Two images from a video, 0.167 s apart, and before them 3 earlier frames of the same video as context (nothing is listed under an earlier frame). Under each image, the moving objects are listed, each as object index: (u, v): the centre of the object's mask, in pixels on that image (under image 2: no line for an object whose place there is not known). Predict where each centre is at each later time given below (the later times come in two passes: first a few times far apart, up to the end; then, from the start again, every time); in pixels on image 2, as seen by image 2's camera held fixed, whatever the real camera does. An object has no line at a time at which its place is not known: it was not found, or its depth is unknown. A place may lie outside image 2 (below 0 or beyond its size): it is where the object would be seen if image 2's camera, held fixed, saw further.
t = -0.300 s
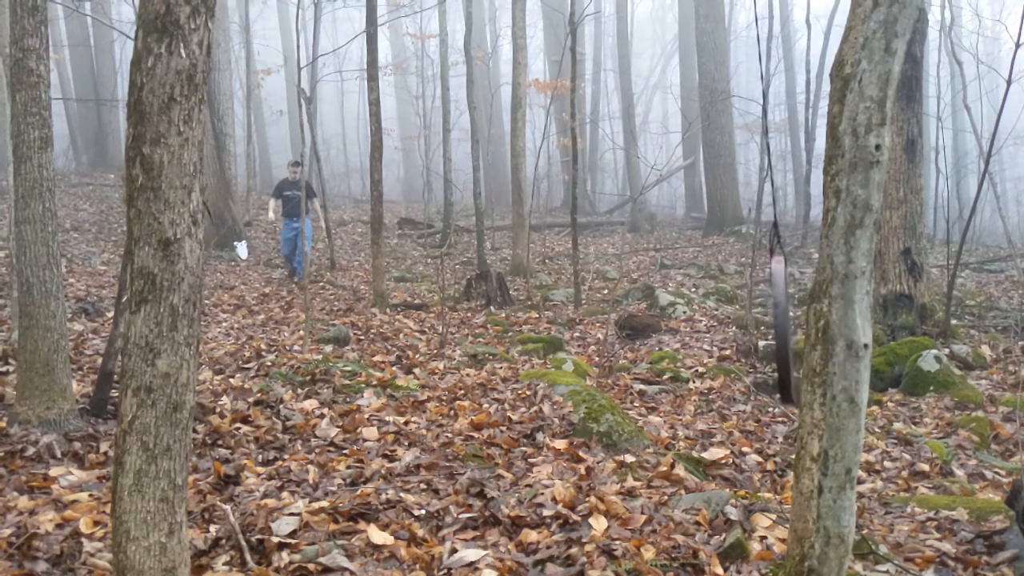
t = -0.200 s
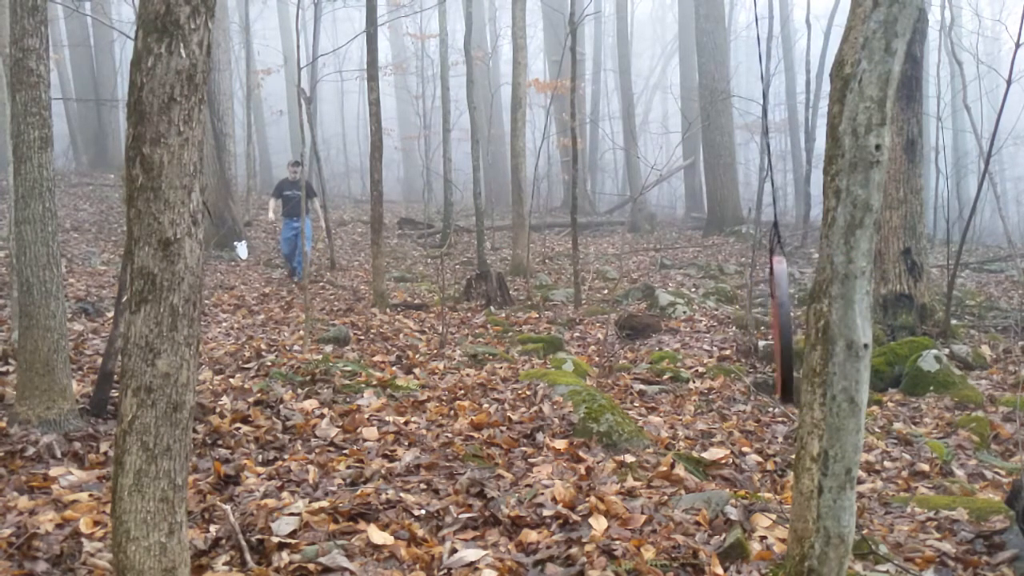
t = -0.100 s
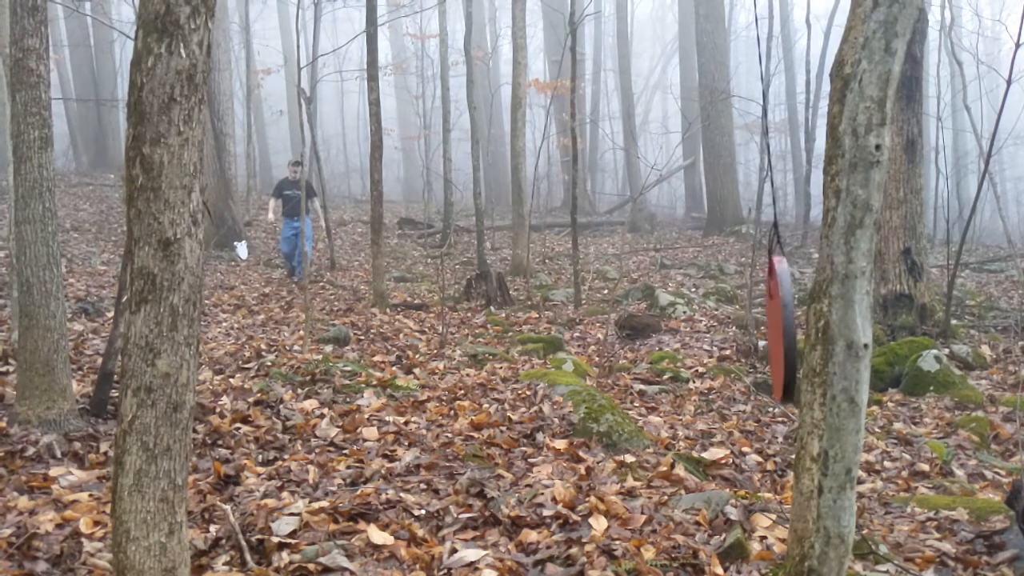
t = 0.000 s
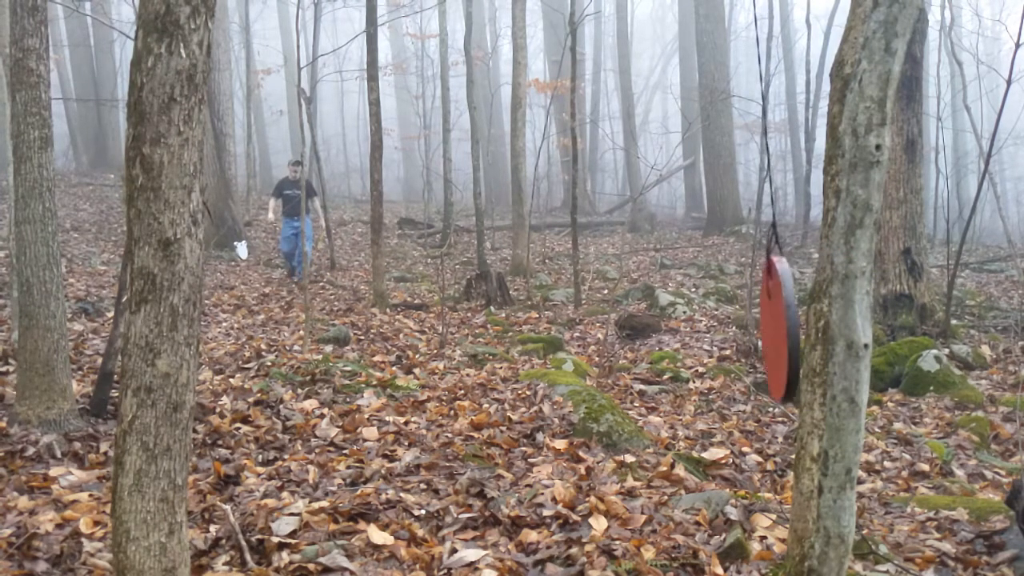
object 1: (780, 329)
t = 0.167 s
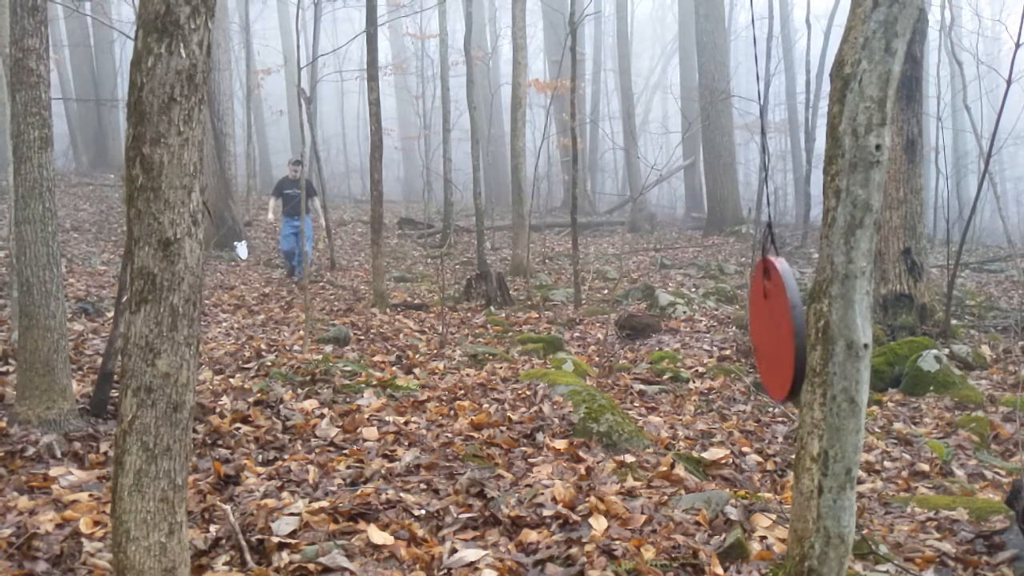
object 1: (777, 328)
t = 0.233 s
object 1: (777, 328)
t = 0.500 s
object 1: (774, 328)
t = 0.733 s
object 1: (771, 327)
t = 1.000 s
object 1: (768, 326)
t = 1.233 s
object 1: (765, 327)
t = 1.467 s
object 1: (763, 327)
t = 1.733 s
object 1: (761, 327)
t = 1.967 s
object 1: (760, 326)
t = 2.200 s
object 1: (759, 326)
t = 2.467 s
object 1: (758, 325)
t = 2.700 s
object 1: (757, 325)
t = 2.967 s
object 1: (757, 326)
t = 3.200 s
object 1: (757, 326)
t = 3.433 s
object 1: (759, 326)
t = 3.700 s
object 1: (761, 327)
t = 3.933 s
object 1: (764, 326)
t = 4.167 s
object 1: (767, 326)
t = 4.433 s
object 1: (792, 330)
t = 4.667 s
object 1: (816, 332)
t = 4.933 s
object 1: (818, 330)
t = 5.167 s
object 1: (792, 332)
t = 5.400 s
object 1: (762, 327)
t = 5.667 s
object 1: (763, 325)
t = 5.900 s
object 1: (786, 331)
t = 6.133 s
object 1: (811, 332)
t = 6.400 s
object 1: (822, 330)
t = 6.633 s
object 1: (794, 331)
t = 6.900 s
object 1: (758, 328)
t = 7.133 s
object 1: (759, 324)
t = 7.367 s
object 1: (785, 328)
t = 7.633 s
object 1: (816, 332)
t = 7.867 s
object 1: (818, 330)
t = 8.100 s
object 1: (797, 330)
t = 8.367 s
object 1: (765, 326)
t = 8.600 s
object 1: (757, 326)
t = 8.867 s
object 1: (780, 330)
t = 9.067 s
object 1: (807, 332)
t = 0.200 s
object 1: (777, 328)
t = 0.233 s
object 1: (777, 328)
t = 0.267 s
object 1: (776, 328)
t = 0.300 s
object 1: (776, 328)
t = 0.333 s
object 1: (776, 328)
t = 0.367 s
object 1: (775, 328)
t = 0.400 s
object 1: (775, 328)
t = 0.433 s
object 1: (774, 328)
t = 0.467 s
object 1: (774, 328)
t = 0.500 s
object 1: (774, 328)
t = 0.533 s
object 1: (773, 328)
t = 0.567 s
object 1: (773, 328)
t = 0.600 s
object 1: (772, 328)
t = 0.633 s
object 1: (772, 327)
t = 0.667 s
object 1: (771, 327)
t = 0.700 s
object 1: (771, 327)
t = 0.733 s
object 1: (771, 327)
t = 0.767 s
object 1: (770, 327)
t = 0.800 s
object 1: (769, 326)
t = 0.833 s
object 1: (770, 327)
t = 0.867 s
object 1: (769, 326)
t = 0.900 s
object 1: (769, 326)
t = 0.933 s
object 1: (769, 326)
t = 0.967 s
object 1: (768, 326)
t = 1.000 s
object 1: (768, 326)
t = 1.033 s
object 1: (768, 327)
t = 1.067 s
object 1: (767, 327)
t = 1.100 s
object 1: (767, 327)
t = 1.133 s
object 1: (767, 327)
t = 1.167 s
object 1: (766, 327)
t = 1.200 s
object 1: (766, 327)
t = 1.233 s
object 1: (765, 327)
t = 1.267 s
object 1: (765, 327)
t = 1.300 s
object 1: (765, 327)
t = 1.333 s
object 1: (764, 327)
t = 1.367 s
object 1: (764, 327)
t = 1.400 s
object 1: (764, 327)
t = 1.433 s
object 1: (763, 327)
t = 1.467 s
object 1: (763, 327)
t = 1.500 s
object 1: (763, 327)
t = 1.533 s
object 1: (763, 327)
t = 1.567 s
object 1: (762, 327)
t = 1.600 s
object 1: (762, 327)
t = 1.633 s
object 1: (762, 327)
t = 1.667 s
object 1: (761, 327)
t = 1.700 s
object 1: (761, 327)
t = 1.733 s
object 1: (761, 327)
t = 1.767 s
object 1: (761, 326)
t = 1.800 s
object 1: (761, 326)
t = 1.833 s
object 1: (761, 326)
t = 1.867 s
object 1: (761, 326)
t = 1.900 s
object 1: (760, 326)
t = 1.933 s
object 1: (760, 326)
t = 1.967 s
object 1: (760, 326)
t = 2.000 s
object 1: (760, 326)
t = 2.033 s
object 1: (760, 326)
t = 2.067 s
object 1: (760, 326)
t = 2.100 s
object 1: (759, 326)
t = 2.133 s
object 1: (759, 326)
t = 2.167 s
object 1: (759, 326)
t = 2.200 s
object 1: (759, 326)
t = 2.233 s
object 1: (759, 326)
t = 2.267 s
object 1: (759, 326)
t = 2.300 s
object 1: (758, 326)
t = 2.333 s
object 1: (758, 326)
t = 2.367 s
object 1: (758, 326)
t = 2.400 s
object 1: (758, 326)
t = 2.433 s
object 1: (758, 326)
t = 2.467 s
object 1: (758, 325)
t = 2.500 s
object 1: (757, 325)
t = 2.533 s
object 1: (757, 325)
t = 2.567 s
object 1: (757, 325)
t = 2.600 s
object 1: (757, 325)
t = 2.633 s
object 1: (757, 325)
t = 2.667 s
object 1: (757, 325)
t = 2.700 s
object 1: (757, 325)
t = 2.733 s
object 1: (757, 325)
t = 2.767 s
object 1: (757, 325)
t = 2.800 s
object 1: (757, 325)
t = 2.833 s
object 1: (757, 325)
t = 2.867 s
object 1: (756, 326)
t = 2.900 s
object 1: (757, 326)
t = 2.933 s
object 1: (757, 326)
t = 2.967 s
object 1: (757, 326)
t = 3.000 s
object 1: (757, 326)
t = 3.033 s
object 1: (757, 326)
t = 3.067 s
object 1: (757, 326)
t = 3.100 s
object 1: (757, 326)
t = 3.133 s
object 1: (757, 326)
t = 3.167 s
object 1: (757, 326)
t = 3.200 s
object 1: (757, 326)
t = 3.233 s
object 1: (758, 326)
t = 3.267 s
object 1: (758, 326)
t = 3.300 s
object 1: (758, 326)
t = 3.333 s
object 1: (758, 326)
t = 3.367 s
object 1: (758, 326)
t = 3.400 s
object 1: (758, 326)
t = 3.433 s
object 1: (759, 326)
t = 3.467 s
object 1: (759, 326)
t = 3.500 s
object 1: (759, 327)
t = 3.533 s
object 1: (759, 327)
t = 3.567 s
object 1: (759, 327)
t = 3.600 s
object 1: (760, 327)
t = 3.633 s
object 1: (760, 327)
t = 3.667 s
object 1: (761, 326)
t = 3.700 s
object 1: (761, 327)
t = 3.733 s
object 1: (761, 326)
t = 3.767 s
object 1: (762, 326)
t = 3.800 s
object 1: (762, 326)
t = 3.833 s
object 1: (762, 326)
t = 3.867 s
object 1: (763, 326)
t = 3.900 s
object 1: (763, 326)
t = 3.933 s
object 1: (764, 326)
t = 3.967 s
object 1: (764, 326)
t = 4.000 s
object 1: (765, 326)
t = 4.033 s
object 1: (765, 326)
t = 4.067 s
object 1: (766, 326)
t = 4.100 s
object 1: (766, 327)
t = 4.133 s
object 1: (766, 327)
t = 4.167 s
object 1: (767, 326)
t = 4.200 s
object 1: (767, 326)
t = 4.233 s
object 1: (768, 329)
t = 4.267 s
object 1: (768, 328)
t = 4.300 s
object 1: (771, 325)
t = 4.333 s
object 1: (776, 328)
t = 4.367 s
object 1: (781, 328)
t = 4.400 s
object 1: (786, 329)
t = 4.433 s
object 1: (792, 330)
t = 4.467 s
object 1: (796, 330)
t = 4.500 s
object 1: (800, 330)
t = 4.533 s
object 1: (803, 331)
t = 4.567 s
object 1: (807, 331)
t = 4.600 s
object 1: (811, 333)
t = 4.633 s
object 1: (814, 332)
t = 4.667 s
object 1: (816, 332)
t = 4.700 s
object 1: (818, 331)
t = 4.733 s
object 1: (818, 331)
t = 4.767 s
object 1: (818, 331)
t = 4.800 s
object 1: (818, 331)
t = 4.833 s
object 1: (819, 330)
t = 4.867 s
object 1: (818, 330)
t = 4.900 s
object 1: (819, 328)
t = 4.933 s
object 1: (818, 330)
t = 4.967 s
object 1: (816, 331)
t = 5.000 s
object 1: (814, 331)
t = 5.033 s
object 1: (811, 332)
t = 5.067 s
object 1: (807, 332)
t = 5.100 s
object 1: (802, 332)
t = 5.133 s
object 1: (797, 331)
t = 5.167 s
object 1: (792, 332)
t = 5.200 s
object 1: (786, 332)
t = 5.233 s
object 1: (782, 331)
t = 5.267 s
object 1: (777, 331)
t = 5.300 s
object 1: (772, 330)
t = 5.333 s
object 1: (768, 327)
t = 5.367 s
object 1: (764, 328)
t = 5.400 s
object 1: (762, 327)
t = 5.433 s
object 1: (758, 327)
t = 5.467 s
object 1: (757, 326)
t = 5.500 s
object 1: (756, 325)
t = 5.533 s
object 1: (756, 325)
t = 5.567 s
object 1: (758, 323)
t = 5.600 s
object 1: (759, 324)
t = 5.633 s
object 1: (761, 324)
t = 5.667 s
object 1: (763, 325)
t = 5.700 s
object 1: (766, 325)
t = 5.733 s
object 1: (769, 326)
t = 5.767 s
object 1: (772, 326)
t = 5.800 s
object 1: (775, 327)
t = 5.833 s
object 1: (778, 328)
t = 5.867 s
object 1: (782, 329)
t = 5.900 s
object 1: (786, 331)
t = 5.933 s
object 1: (791, 331)
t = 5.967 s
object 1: (794, 332)
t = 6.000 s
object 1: (798, 331)
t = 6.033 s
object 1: (802, 332)
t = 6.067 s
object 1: (805, 331)
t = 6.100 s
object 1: (808, 332)
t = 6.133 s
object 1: (811, 332)
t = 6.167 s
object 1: (814, 331)
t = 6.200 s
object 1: (818, 330)
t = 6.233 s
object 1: (819, 327)
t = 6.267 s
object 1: (822, 329)
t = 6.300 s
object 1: (823, 330)
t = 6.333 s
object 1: (824, 330)
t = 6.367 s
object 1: (824, 330)
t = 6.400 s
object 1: (822, 330)
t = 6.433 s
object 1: (821, 331)
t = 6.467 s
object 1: (817, 331)
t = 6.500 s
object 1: (814, 332)
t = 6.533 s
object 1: (810, 332)
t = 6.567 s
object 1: (804, 332)
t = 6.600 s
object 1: (799, 331)
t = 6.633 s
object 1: (794, 331)
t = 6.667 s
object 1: (789, 331)
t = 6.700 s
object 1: (784, 332)
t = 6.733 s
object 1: (779, 331)
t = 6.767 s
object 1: (773, 330)
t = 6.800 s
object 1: (769, 329)
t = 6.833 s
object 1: (765, 328)
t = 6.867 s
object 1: (761, 328)
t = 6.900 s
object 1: (758, 328)
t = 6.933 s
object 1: (756, 327)
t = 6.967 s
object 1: (755, 326)
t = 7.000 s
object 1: (754, 326)
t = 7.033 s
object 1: (755, 324)
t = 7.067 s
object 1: (755, 322)
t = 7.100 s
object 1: (758, 324)
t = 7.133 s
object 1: (759, 324)
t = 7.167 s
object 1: (762, 325)
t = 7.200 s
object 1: (765, 325)
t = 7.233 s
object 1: (769, 326)
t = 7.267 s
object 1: (772, 326)
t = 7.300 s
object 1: (776, 327)
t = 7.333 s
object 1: (780, 327)
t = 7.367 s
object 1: (785, 328)
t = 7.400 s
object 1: (789, 330)
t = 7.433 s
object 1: (793, 331)
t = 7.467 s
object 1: (797, 331)
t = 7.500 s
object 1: (802, 332)
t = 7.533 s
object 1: (806, 332)
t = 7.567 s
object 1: (810, 332)
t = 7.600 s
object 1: (814, 332)
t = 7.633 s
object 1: (816, 332)
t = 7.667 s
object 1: (818, 332)
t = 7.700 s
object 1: (820, 331)
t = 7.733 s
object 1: (818, 333)
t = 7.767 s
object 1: (820, 333)
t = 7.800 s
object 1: (821, 331)
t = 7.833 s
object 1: (820, 330)
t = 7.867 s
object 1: (818, 330)
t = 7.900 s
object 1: (816, 330)
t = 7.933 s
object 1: (814, 330)
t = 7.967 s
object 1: (811, 329)
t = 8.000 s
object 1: (808, 331)
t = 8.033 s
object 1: (805, 330)
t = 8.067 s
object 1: (801, 331)
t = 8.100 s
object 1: (797, 330)
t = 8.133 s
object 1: (793, 330)
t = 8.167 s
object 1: (789, 330)
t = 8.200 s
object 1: (784, 330)
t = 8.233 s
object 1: (780, 329)
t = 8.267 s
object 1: (775, 328)
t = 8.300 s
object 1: (772, 328)
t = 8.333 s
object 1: (768, 327)
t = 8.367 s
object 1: (765, 326)
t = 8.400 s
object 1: (762, 326)
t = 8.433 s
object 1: (759, 326)
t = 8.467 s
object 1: (758, 326)
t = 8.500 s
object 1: (757, 326)
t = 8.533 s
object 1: (757, 326)
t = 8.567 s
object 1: (757, 326)
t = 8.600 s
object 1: (757, 326)
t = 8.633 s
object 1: (758, 326)
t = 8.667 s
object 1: (760, 327)
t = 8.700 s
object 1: (762, 327)
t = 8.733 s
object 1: (765, 328)
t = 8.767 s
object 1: (768, 328)
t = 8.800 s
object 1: (771, 328)
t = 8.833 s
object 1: (776, 329)
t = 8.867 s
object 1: (780, 330)
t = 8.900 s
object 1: (786, 329)
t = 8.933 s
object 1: (788, 331)
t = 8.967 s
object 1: (796, 330)
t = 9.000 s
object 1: (800, 330)
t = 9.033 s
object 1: (802, 331)
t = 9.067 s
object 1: (807, 332)
